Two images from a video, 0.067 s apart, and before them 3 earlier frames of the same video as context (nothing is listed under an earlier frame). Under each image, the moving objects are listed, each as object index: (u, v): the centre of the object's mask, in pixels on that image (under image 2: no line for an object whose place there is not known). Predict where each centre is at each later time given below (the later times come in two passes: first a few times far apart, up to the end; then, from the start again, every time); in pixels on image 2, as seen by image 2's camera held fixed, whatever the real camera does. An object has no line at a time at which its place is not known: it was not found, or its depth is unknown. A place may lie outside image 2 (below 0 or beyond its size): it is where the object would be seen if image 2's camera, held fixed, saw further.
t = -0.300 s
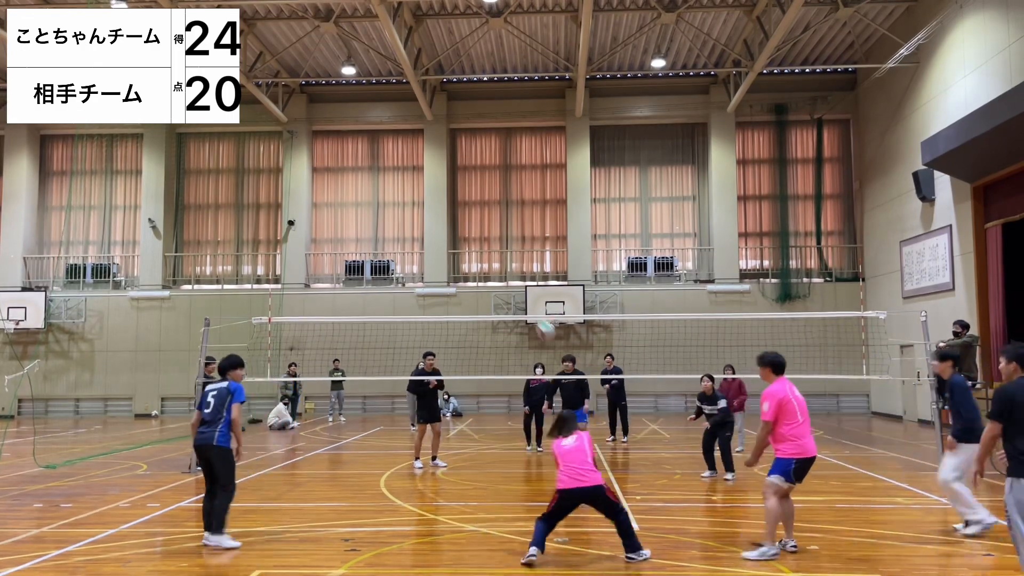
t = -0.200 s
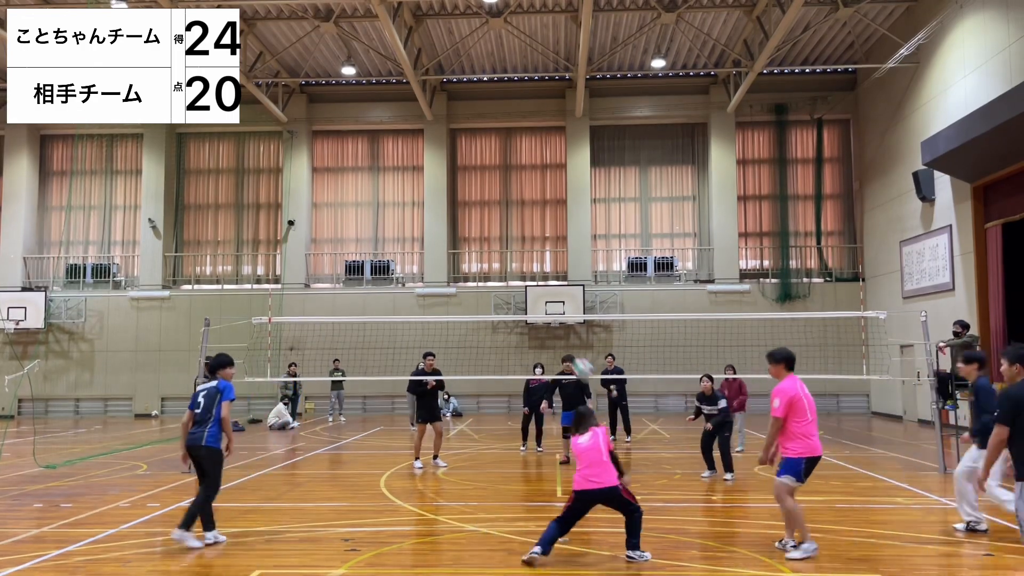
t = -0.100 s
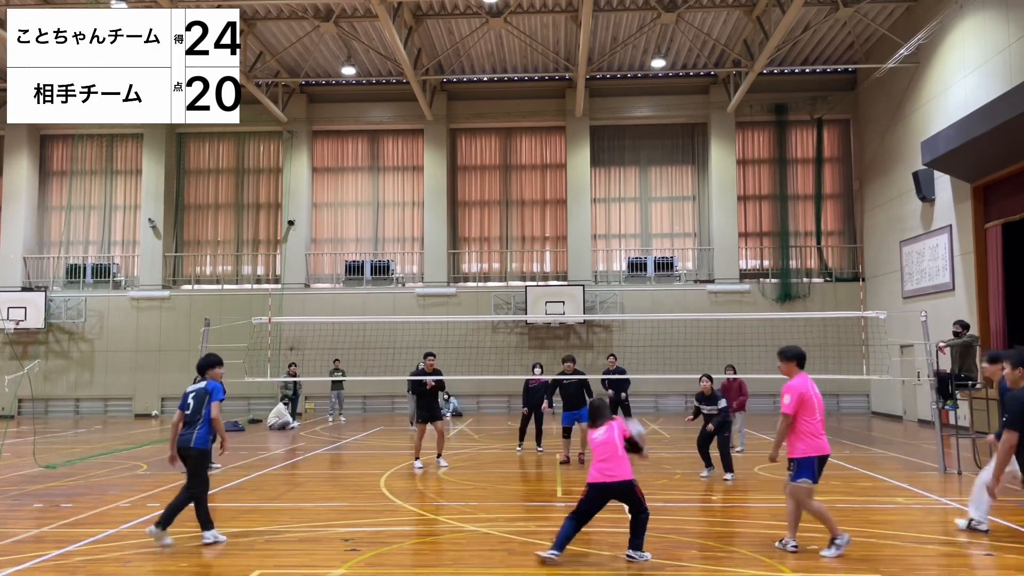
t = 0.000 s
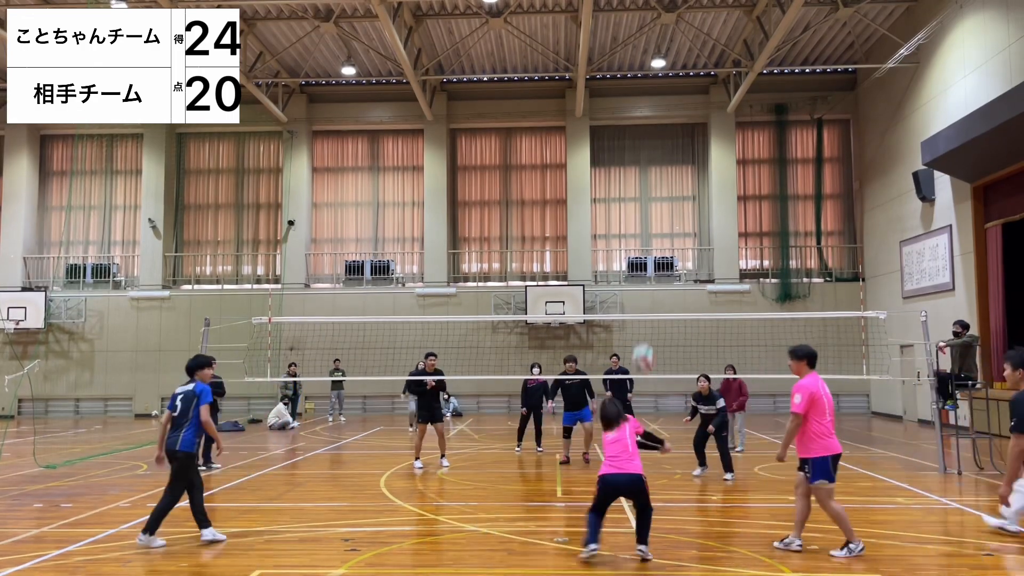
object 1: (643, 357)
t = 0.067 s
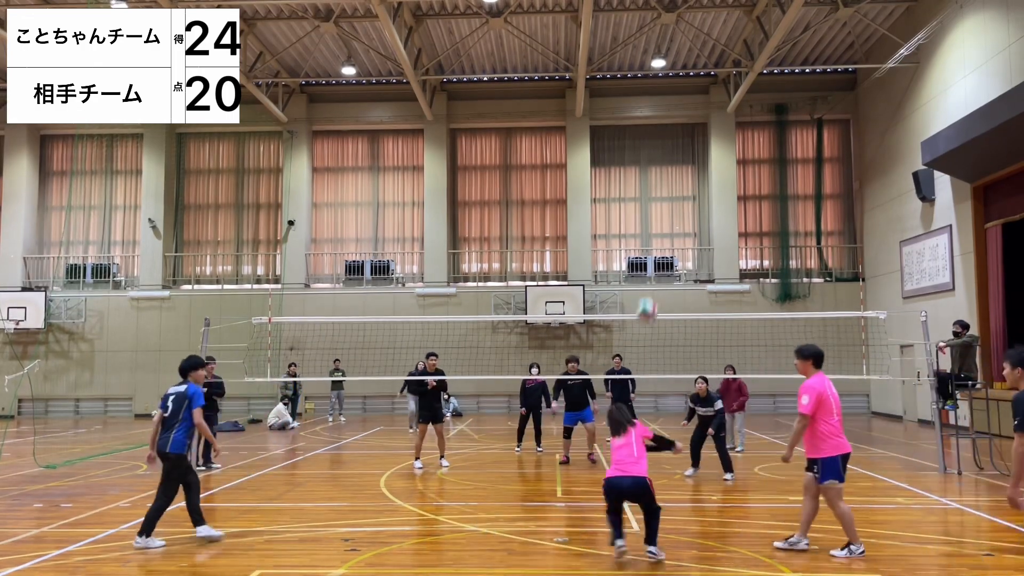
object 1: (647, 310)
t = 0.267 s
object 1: (659, 202)
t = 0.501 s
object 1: (673, 135)
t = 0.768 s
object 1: (688, 123)
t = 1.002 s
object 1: (700, 162)
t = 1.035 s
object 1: (703, 171)
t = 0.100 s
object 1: (650, 288)
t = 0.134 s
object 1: (651, 269)
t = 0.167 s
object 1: (653, 249)
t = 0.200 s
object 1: (655, 233)
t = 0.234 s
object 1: (657, 217)
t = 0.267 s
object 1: (659, 202)
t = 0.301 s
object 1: (661, 189)
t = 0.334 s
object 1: (663, 176)
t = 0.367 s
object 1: (665, 165)
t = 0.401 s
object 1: (667, 156)
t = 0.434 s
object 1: (669, 149)
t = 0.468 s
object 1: (671, 142)
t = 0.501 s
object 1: (673, 135)
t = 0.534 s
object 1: (674, 130)
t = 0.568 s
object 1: (676, 126)
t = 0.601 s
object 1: (678, 123)
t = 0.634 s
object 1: (680, 121)
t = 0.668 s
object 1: (682, 120)
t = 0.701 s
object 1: (684, 120)
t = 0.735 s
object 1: (686, 121)
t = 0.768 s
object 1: (688, 123)
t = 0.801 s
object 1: (689, 126)
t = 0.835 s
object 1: (691, 130)
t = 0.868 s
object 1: (693, 135)
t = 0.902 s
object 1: (695, 141)
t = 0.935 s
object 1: (697, 147)
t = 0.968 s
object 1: (699, 154)
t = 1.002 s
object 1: (700, 162)
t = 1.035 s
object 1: (703, 171)
